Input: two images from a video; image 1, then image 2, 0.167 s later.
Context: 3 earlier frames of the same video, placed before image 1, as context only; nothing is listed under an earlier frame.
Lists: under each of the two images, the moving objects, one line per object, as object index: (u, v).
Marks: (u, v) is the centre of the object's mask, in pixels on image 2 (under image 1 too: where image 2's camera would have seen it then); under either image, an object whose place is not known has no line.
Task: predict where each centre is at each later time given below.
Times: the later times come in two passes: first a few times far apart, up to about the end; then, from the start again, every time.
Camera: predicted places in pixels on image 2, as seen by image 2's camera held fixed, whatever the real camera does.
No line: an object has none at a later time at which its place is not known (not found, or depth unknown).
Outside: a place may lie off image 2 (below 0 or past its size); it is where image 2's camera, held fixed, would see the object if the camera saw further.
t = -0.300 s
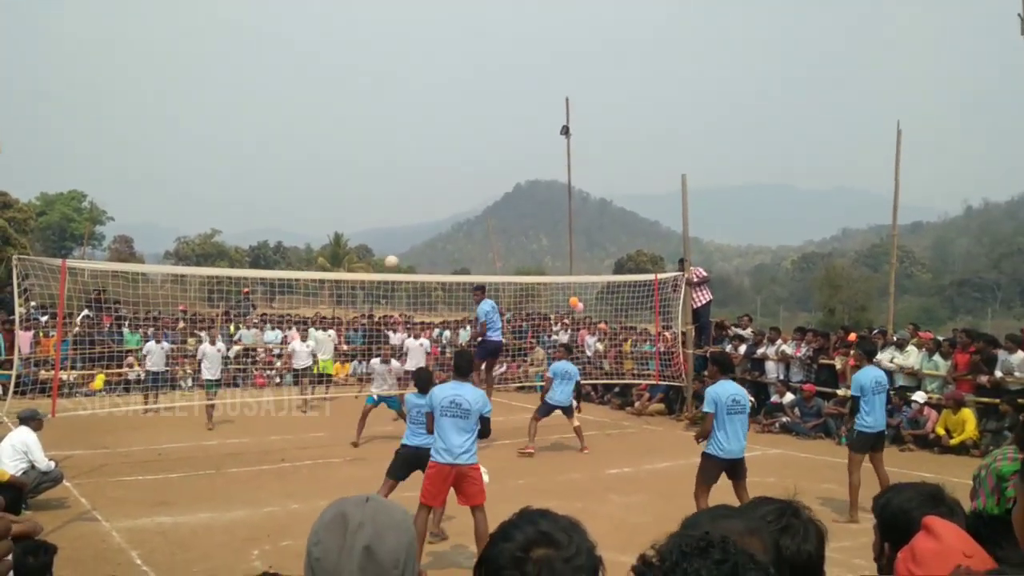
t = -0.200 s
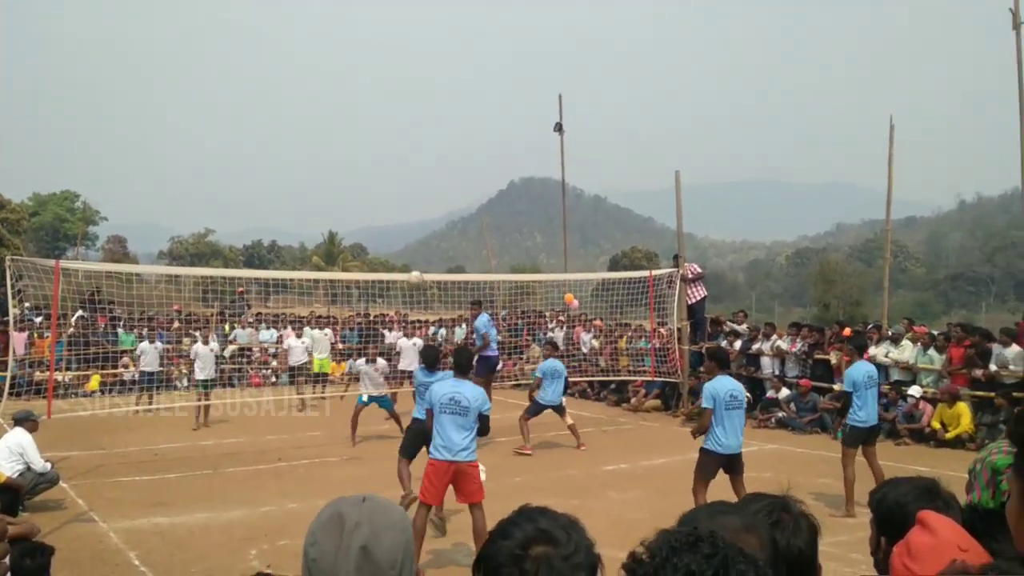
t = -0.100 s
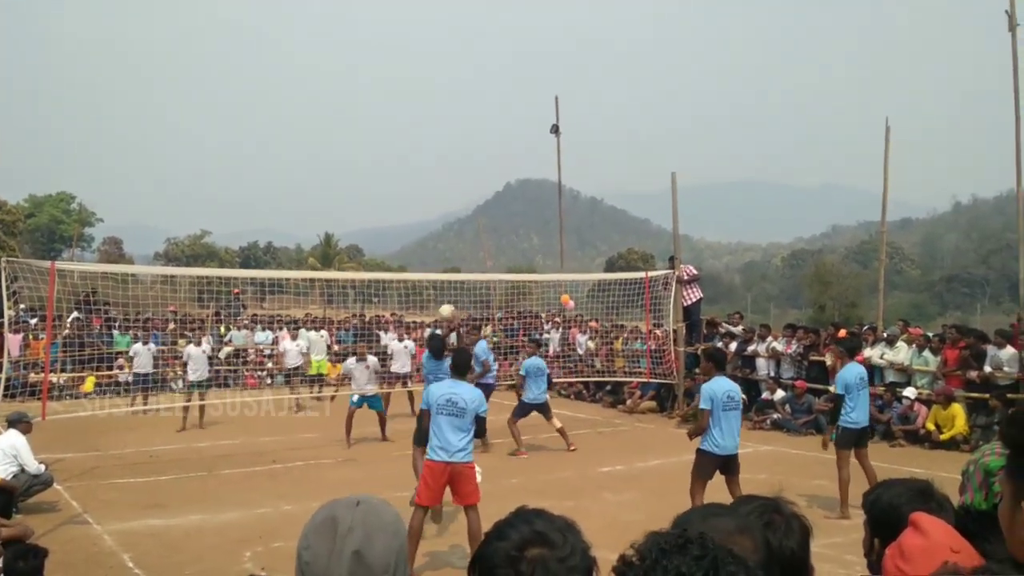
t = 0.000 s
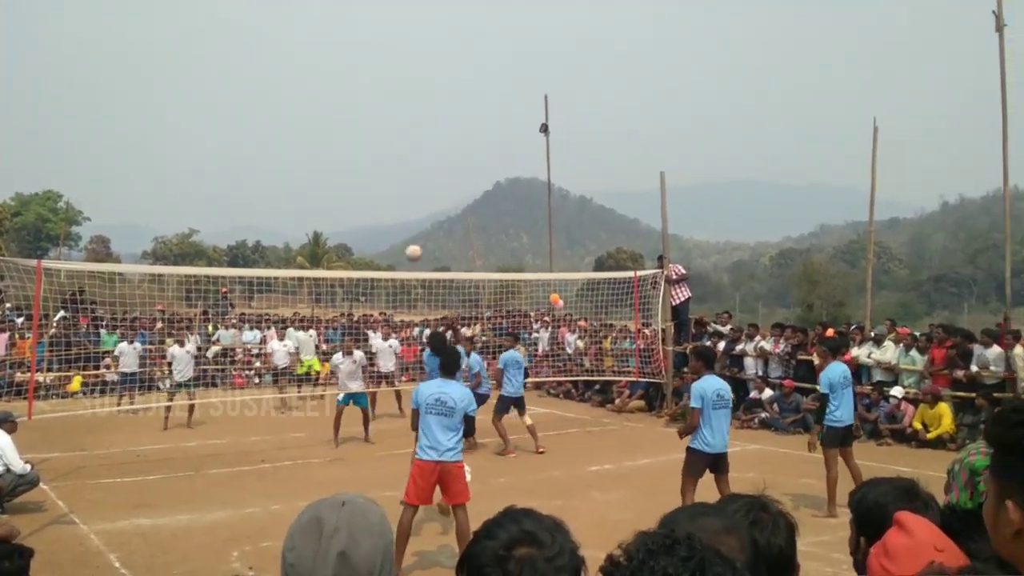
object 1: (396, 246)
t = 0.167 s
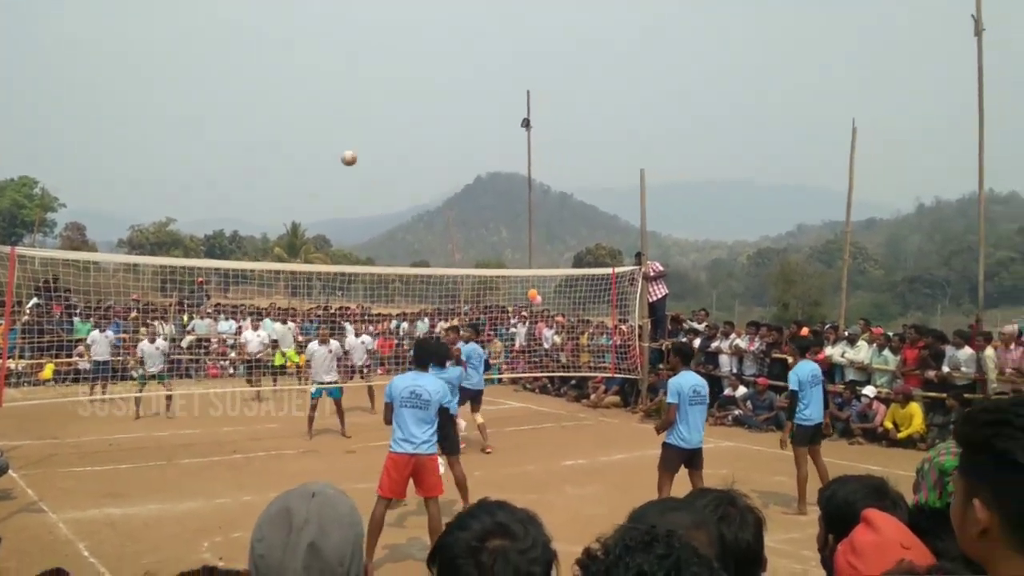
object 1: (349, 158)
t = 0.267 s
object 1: (325, 123)
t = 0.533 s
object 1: (274, 81)
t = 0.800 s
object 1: (236, 95)
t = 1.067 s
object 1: (206, 144)
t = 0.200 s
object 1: (340, 145)
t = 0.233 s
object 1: (331, 132)
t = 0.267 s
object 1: (325, 123)
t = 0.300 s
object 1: (318, 114)
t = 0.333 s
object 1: (310, 106)
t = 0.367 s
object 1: (304, 99)
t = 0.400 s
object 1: (298, 94)
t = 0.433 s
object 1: (292, 90)
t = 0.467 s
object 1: (286, 86)
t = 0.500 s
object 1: (279, 83)
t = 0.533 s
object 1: (274, 81)
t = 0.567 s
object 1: (269, 81)
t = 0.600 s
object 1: (264, 80)
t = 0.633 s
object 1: (258, 81)
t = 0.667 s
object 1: (254, 83)
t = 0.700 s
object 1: (249, 85)
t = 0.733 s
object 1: (245, 88)
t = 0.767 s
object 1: (240, 91)
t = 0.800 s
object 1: (236, 95)
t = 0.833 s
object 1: (232, 99)
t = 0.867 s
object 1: (228, 103)
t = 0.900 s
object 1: (225, 109)
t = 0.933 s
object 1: (221, 116)
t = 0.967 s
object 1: (218, 123)
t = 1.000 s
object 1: (213, 129)
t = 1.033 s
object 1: (210, 136)
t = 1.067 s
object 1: (206, 144)
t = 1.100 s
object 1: (203, 153)
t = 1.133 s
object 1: (200, 161)
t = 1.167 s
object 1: (197, 171)
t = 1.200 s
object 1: (193, 180)
